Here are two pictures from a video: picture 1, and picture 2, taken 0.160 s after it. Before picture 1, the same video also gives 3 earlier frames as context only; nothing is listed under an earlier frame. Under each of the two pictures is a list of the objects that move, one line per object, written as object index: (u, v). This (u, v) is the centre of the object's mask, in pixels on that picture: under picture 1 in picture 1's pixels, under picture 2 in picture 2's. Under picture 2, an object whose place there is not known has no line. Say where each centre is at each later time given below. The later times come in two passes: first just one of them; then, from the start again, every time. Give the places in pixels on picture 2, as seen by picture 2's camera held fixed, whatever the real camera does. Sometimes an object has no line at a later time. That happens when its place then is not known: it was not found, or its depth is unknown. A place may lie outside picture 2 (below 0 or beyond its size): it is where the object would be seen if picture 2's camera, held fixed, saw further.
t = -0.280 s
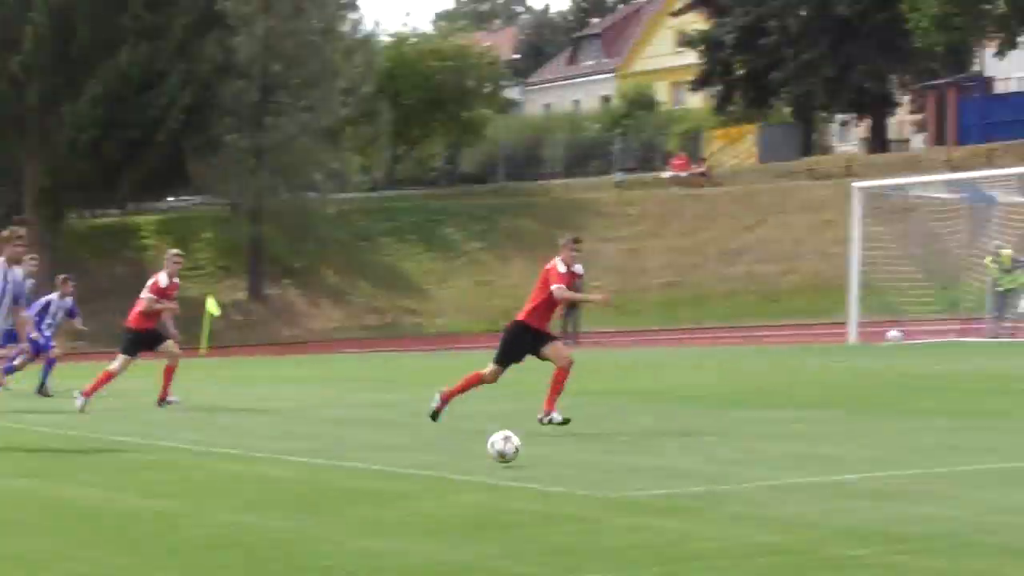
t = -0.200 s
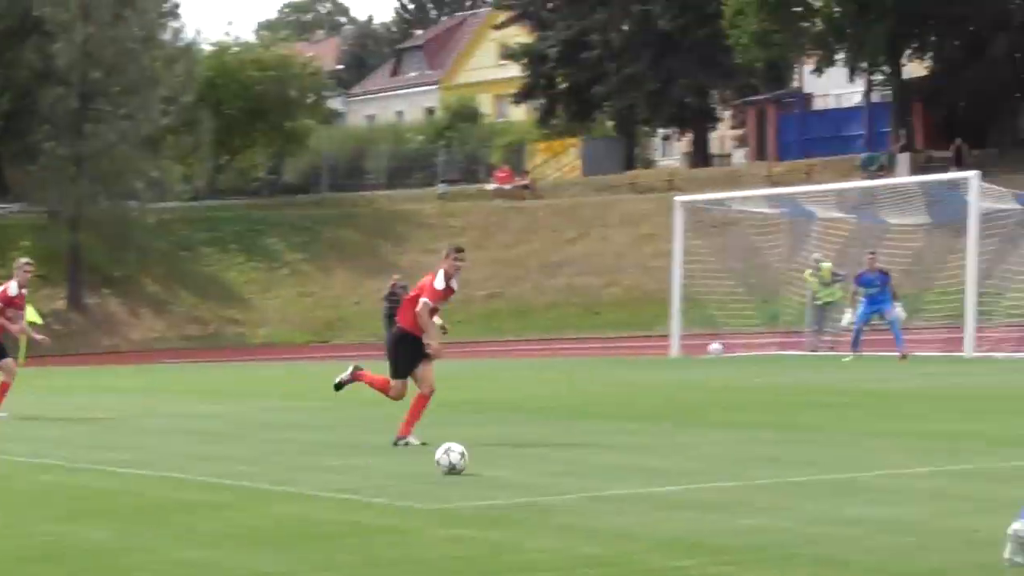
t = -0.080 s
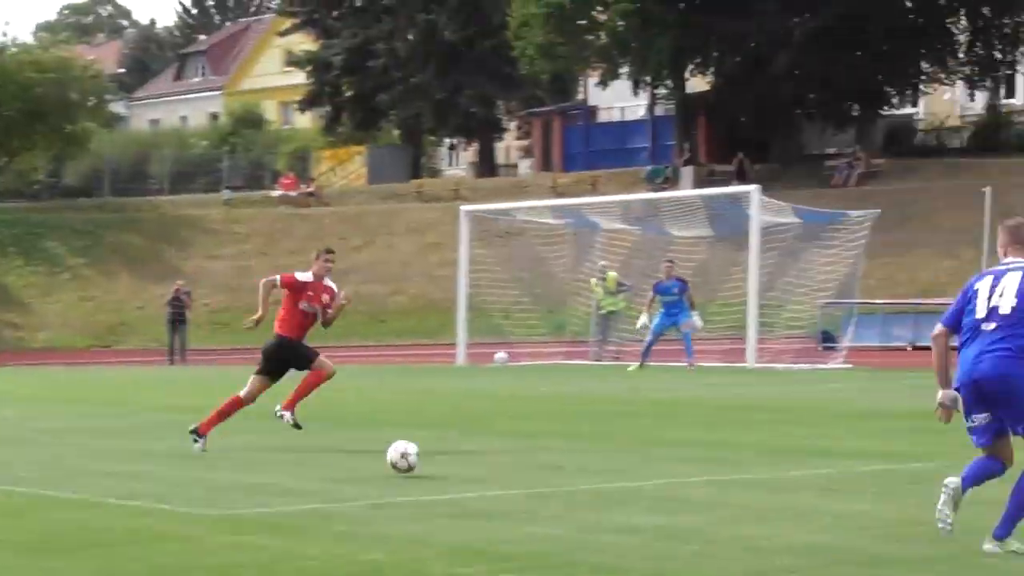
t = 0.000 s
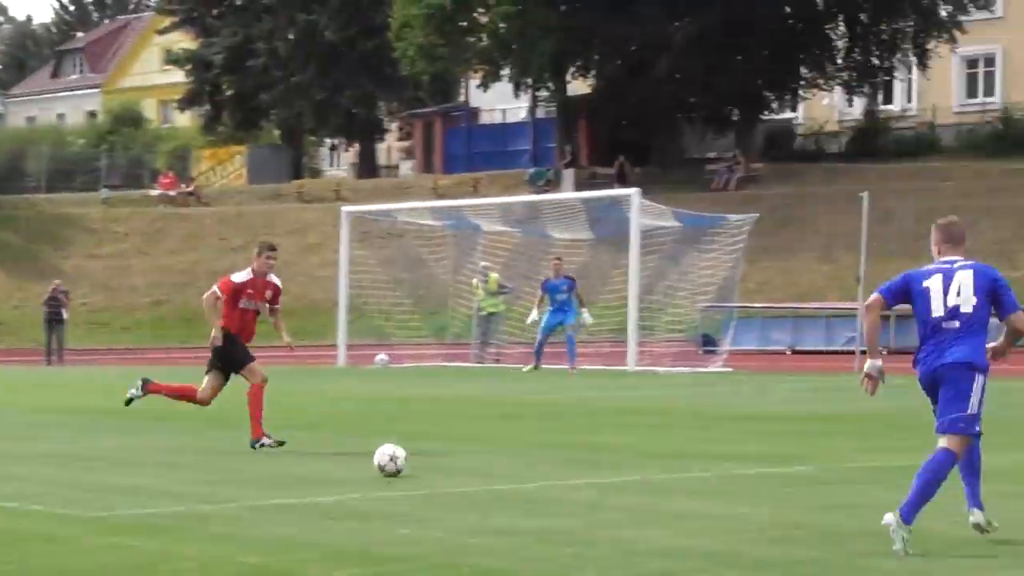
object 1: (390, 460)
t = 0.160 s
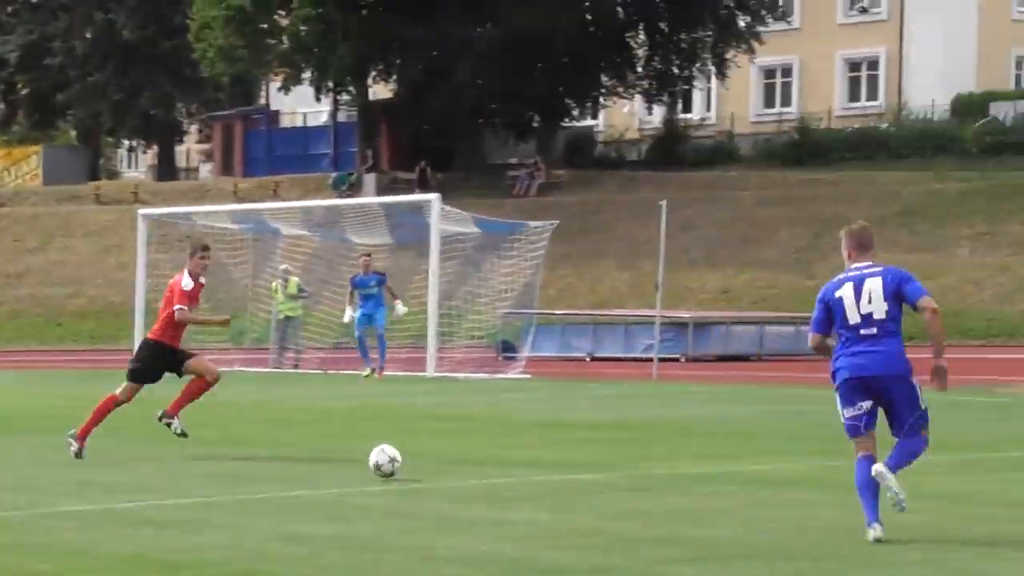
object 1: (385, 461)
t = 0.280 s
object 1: (527, 459)
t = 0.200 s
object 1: (434, 463)
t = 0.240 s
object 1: (481, 463)
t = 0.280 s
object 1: (527, 459)
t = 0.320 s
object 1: (573, 457)
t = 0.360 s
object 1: (618, 459)
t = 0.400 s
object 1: (662, 461)
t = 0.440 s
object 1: (705, 460)
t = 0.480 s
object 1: (749, 460)
